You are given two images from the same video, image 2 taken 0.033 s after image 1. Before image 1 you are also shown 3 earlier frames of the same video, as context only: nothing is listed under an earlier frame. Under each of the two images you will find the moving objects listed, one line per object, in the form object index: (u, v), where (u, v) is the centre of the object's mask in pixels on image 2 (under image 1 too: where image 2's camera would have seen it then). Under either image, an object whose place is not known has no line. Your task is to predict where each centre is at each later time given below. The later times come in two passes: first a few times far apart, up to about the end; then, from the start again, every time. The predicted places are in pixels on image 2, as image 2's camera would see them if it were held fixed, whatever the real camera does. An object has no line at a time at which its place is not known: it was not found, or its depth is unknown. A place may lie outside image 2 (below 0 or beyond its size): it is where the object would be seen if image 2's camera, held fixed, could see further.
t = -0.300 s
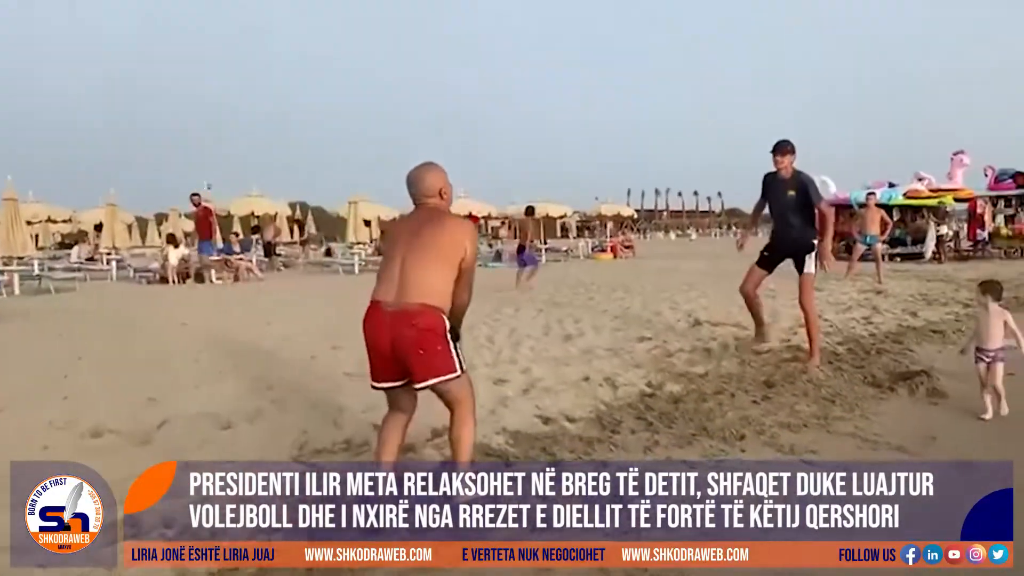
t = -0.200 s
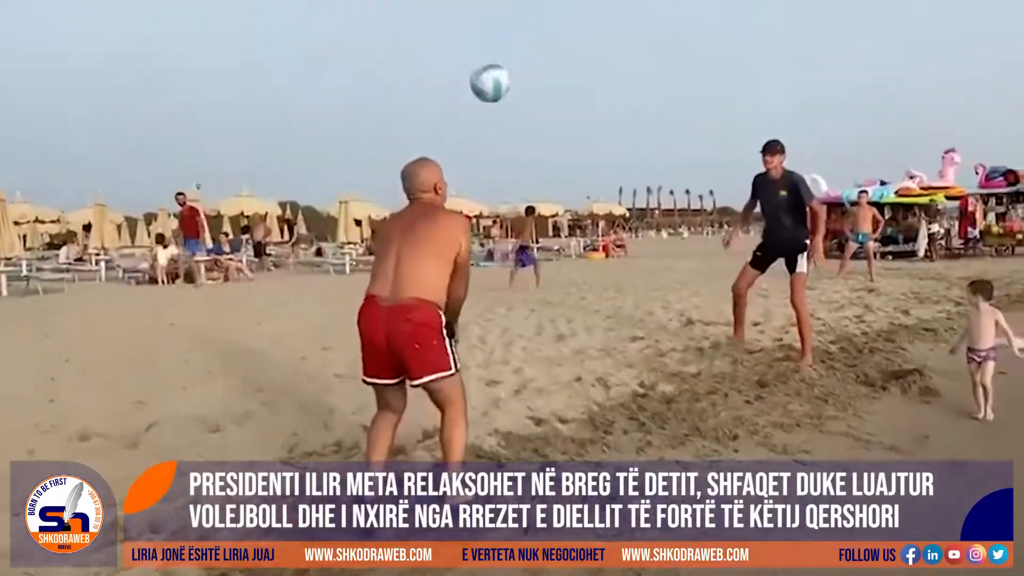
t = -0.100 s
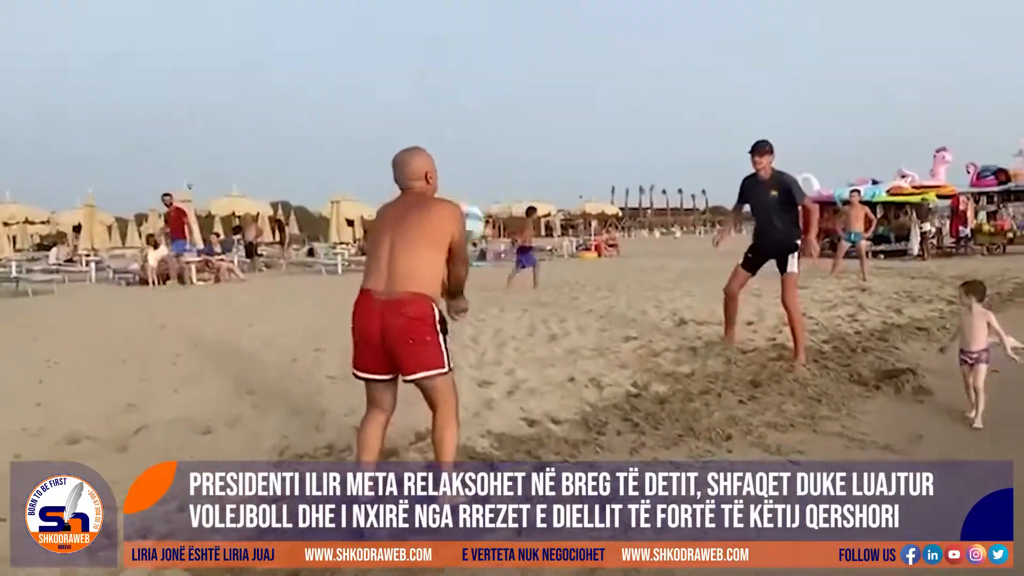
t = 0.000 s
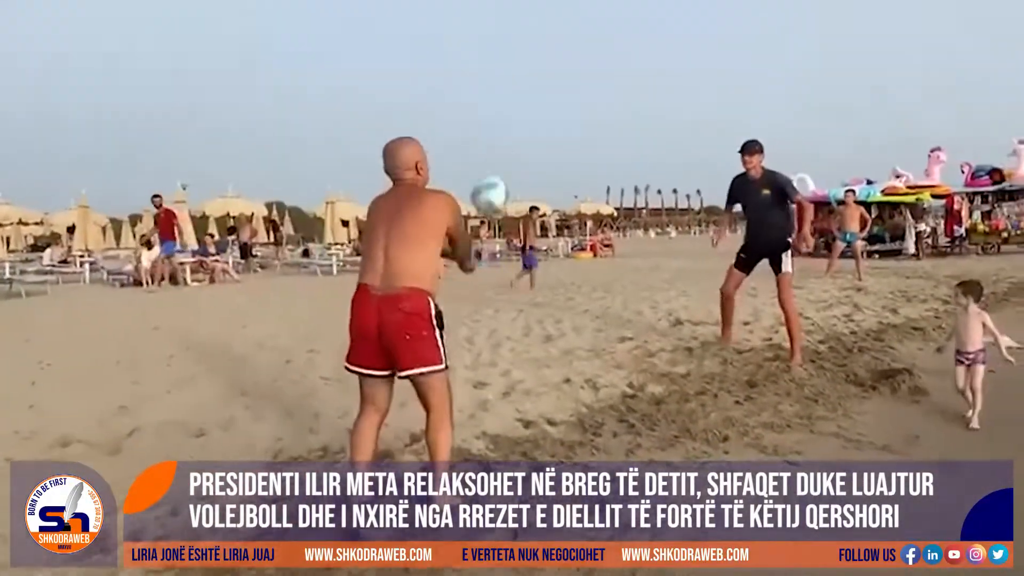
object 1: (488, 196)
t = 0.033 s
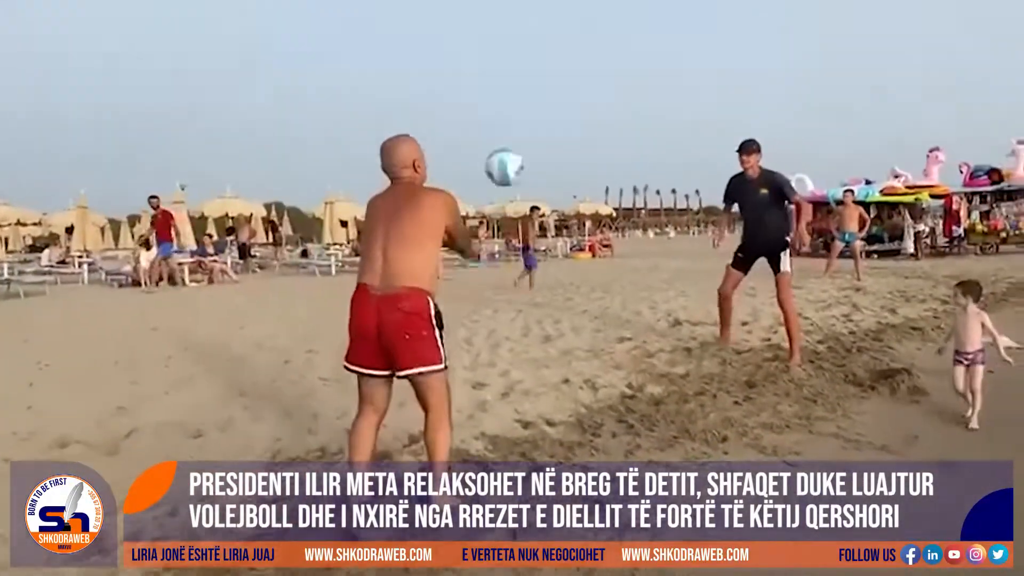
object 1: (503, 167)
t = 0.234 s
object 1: (586, 59)
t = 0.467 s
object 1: (663, 35)
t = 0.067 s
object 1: (520, 143)
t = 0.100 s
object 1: (533, 120)
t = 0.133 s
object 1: (547, 102)
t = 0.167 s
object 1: (560, 85)
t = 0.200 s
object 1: (573, 70)
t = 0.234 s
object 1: (586, 59)
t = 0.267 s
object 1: (598, 48)
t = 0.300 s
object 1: (610, 41)
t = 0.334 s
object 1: (621, 35)
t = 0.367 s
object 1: (632, 32)
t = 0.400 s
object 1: (642, 30)
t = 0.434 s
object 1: (653, 32)
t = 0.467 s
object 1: (663, 35)
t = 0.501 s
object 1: (673, 37)
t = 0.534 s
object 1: (681, 42)
